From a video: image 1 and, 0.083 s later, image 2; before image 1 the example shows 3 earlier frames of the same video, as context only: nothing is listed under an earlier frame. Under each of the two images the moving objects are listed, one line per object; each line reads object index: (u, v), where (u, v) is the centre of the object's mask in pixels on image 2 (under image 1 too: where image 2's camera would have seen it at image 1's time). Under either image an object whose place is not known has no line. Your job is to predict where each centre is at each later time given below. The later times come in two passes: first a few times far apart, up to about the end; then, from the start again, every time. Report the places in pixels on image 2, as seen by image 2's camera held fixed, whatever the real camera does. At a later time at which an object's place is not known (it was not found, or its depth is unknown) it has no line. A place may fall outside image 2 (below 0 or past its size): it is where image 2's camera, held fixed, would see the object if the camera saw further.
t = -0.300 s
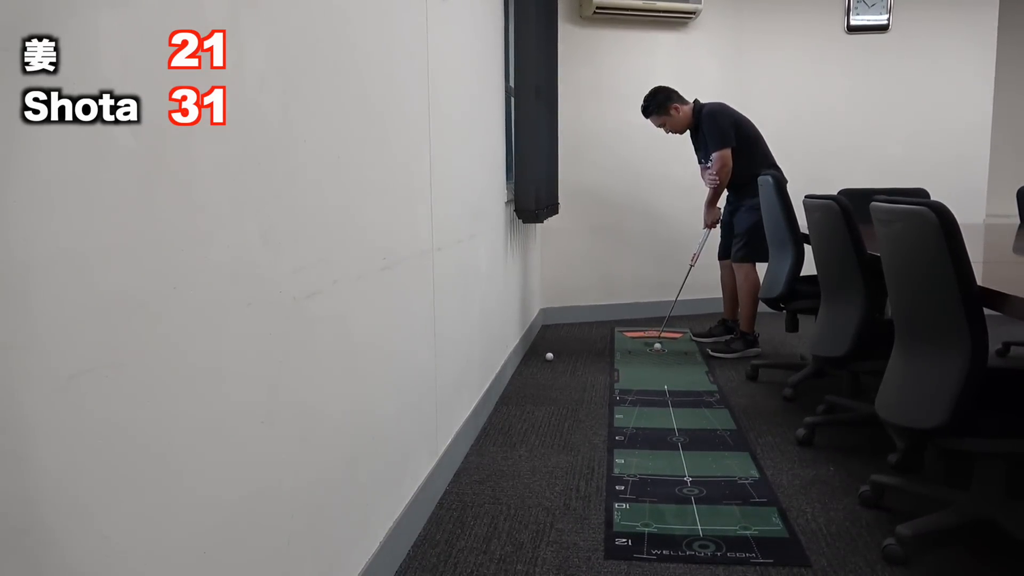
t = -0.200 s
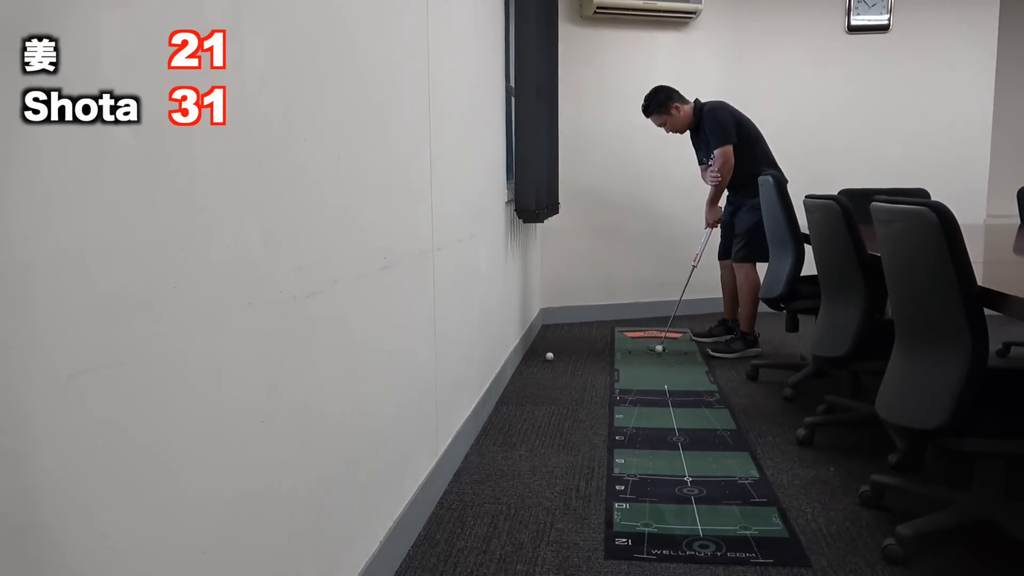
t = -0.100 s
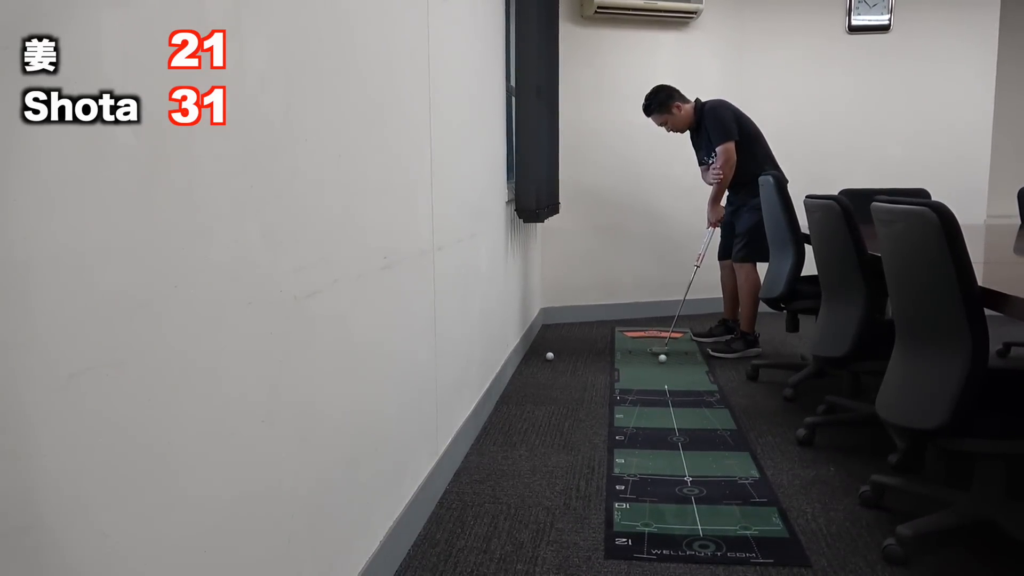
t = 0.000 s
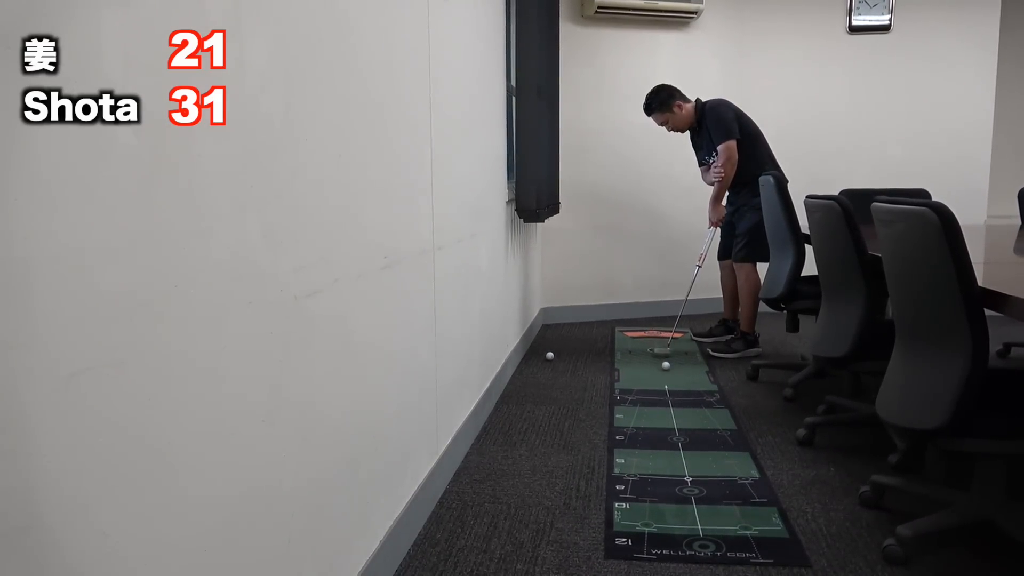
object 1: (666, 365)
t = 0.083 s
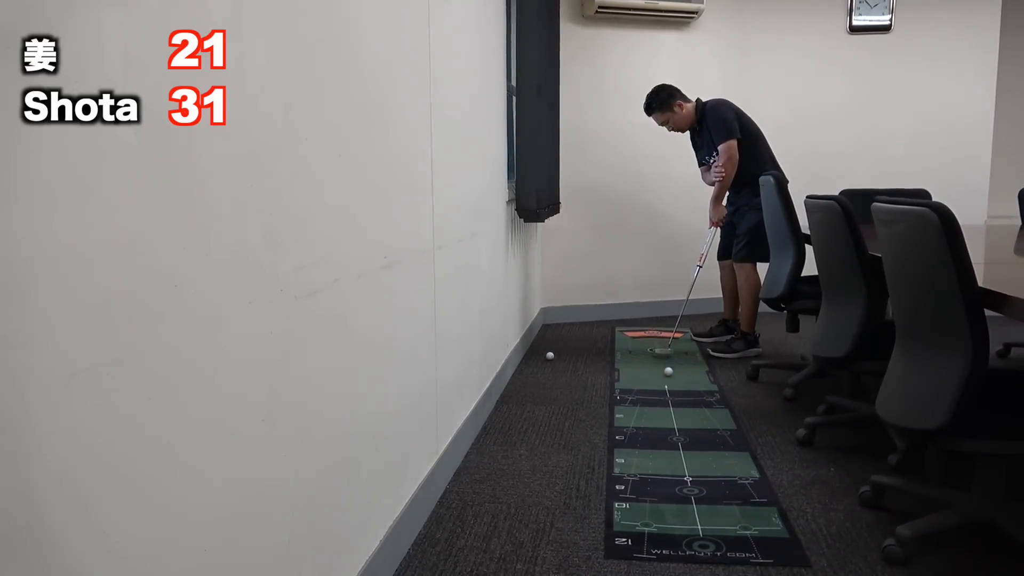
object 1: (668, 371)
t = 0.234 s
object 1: (672, 382)
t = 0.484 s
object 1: (677, 403)
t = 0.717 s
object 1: (682, 421)
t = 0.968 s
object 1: (685, 445)
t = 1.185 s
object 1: (690, 465)
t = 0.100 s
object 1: (669, 373)
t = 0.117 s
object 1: (669, 374)
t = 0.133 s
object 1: (670, 375)
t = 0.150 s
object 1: (670, 376)
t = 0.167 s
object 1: (671, 378)
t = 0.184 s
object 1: (671, 379)
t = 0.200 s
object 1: (671, 380)
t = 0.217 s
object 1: (672, 381)
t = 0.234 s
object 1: (672, 382)
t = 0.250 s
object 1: (673, 383)
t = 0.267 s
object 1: (673, 385)
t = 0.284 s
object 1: (673, 386)
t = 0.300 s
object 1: (673, 388)
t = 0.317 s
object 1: (674, 390)
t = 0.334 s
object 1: (674, 390)
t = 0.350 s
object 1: (675, 392)
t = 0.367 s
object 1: (675, 393)
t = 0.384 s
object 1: (675, 395)
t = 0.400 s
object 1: (676, 396)
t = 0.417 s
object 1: (676, 397)
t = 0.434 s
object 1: (676, 398)
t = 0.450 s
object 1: (677, 400)
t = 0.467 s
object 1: (677, 401)
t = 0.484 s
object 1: (677, 403)
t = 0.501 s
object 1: (678, 404)
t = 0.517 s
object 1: (678, 405)
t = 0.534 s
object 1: (678, 407)
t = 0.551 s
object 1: (678, 408)
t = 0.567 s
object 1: (678, 410)
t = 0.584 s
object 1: (679, 411)
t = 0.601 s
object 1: (679, 412)
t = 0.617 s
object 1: (679, 414)
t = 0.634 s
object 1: (680, 415)
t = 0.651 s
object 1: (680, 417)
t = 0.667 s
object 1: (680, 418)
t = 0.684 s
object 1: (681, 419)
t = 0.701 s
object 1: (681, 421)
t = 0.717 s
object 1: (682, 421)
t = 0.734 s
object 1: (682, 424)
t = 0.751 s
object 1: (682, 425)
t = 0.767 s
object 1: (682, 427)
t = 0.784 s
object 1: (682, 428)
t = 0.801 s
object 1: (682, 430)
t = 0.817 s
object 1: (683, 431)
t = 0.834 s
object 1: (683, 433)
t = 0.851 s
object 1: (683, 434)
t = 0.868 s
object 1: (683, 435)
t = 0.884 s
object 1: (683, 437)
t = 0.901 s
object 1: (684, 439)
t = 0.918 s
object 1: (684, 440)
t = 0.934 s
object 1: (684, 442)
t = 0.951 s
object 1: (685, 443)
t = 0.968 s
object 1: (685, 445)
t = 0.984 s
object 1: (686, 447)
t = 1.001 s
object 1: (686, 448)
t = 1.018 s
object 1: (686, 449)
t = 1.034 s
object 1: (686, 451)
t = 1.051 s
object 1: (687, 452)
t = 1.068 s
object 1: (688, 454)
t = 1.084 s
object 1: (688, 456)
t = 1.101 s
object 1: (688, 457)
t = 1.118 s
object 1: (689, 459)
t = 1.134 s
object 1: (689, 460)
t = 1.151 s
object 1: (689, 461)
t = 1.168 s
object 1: (690, 463)
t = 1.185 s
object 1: (690, 465)
